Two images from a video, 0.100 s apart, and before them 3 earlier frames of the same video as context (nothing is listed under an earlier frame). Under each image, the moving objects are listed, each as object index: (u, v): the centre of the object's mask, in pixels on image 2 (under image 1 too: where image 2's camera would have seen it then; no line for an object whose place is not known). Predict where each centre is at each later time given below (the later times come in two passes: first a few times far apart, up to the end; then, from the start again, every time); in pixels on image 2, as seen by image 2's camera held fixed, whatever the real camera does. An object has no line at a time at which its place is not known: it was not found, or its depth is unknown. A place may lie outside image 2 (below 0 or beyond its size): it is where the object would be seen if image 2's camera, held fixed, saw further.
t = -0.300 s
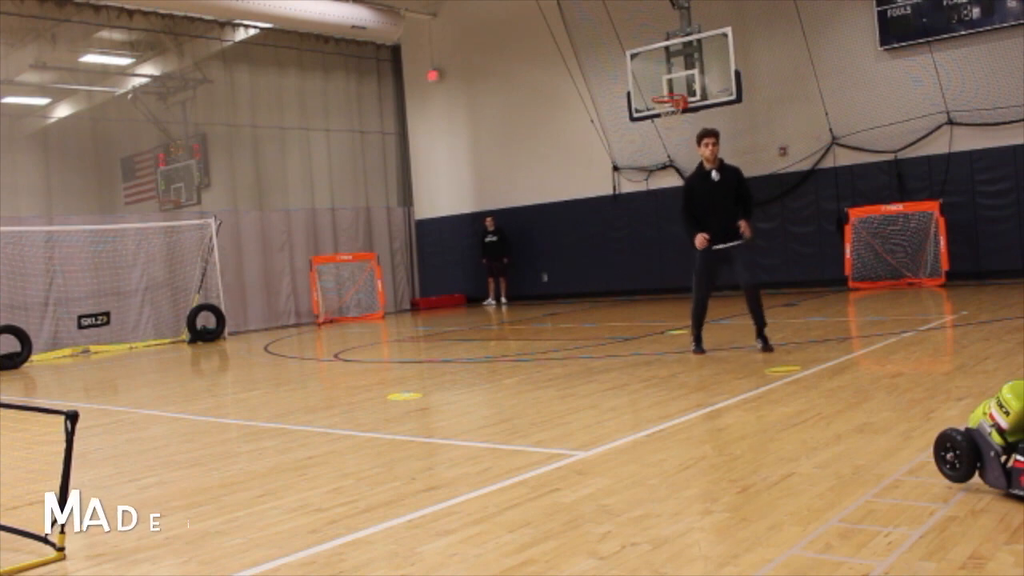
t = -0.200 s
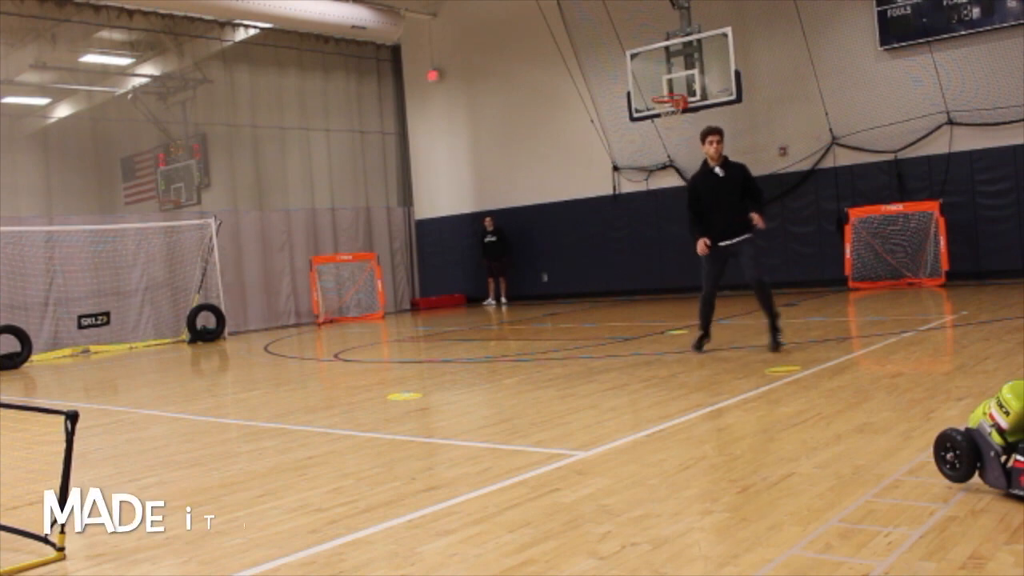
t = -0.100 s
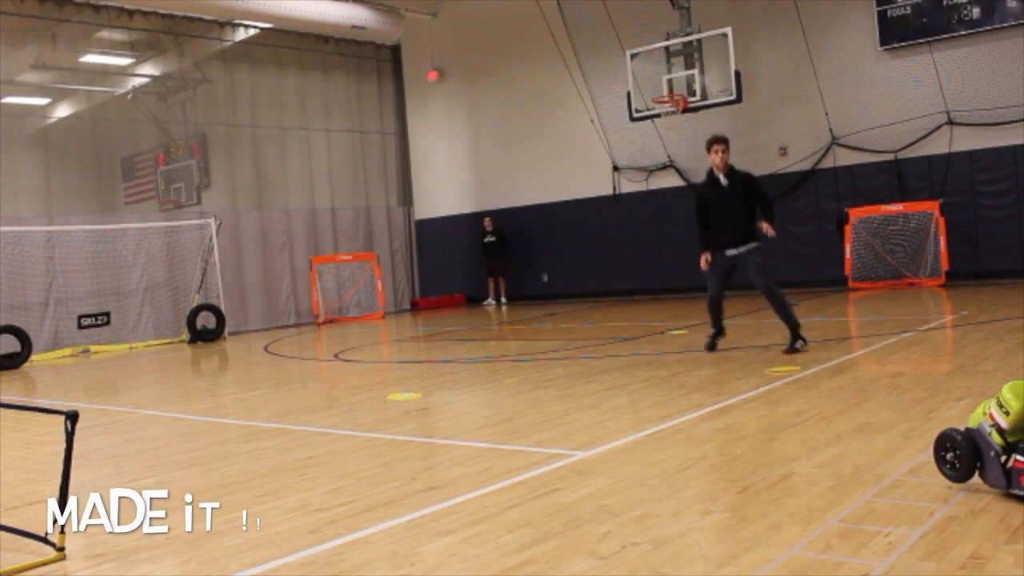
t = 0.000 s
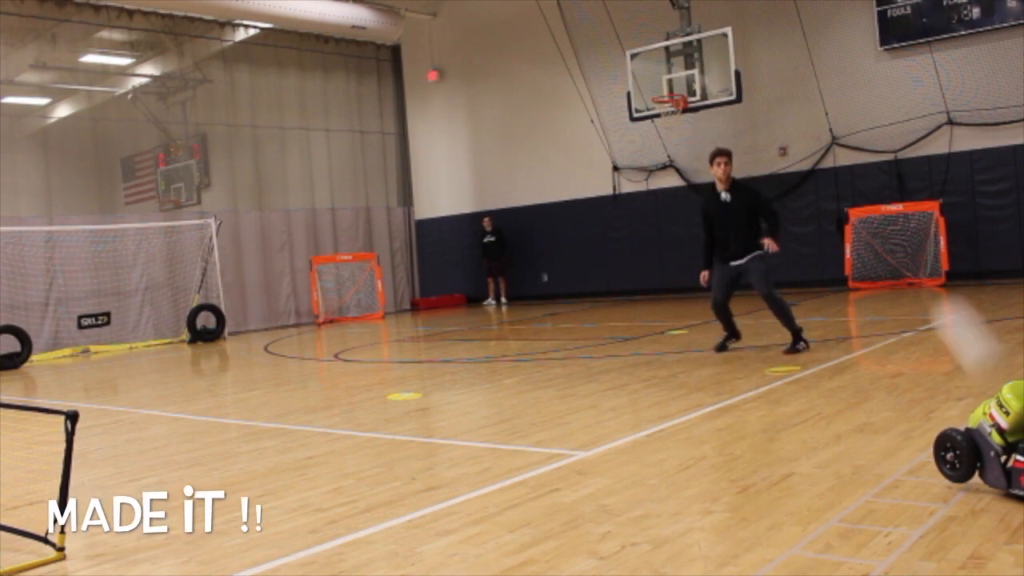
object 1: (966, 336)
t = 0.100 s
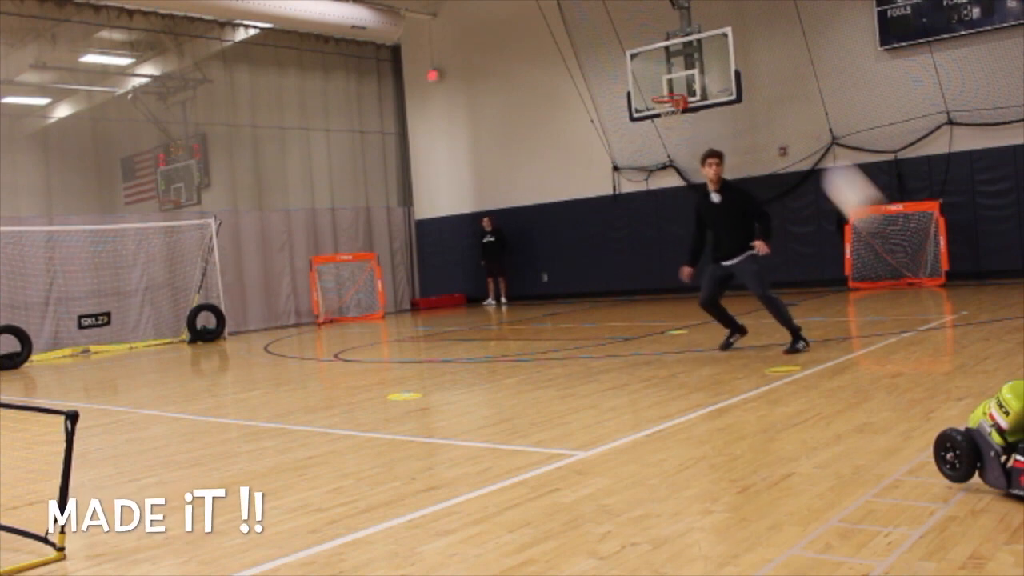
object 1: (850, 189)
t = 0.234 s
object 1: (743, 81)
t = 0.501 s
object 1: (612, 14)
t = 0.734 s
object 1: (550, 45)
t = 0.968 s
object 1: (510, 122)
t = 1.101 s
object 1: (494, 179)
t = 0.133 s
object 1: (822, 160)
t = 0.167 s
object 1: (792, 127)
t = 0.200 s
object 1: (766, 102)
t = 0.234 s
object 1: (743, 81)
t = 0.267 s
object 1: (719, 62)
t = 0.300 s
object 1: (703, 50)
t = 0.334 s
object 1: (681, 36)
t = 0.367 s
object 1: (664, 26)
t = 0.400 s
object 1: (650, 21)
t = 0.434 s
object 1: (637, 17)
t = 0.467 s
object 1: (624, 14)
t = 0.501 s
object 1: (612, 14)
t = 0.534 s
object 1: (601, 14)
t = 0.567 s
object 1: (591, 16)
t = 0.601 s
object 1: (582, 20)
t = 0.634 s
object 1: (573, 24)
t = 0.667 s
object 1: (564, 30)
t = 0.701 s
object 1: (557, 38)
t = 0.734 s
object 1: (550, 45)
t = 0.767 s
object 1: (543, 54)
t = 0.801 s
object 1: (536, 64)
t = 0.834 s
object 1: (530, 74)
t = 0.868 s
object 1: (524, 85)
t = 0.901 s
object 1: (519, 97)
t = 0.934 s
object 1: (514, 110)
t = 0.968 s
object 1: (510, 122)
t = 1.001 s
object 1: (506, 136)
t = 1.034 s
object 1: (501, 150)
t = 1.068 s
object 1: (498, 164)
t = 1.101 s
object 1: (494, 179)
